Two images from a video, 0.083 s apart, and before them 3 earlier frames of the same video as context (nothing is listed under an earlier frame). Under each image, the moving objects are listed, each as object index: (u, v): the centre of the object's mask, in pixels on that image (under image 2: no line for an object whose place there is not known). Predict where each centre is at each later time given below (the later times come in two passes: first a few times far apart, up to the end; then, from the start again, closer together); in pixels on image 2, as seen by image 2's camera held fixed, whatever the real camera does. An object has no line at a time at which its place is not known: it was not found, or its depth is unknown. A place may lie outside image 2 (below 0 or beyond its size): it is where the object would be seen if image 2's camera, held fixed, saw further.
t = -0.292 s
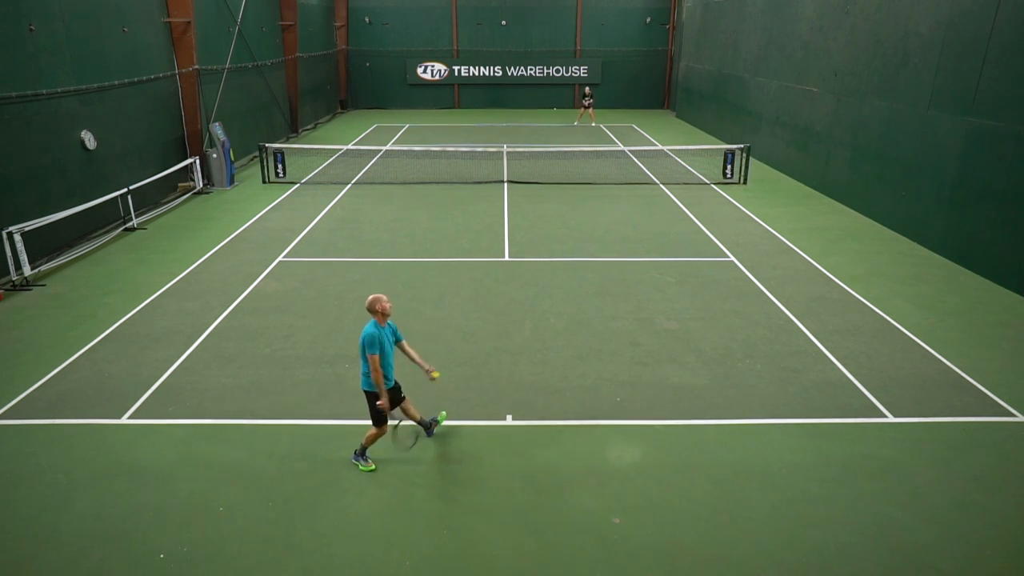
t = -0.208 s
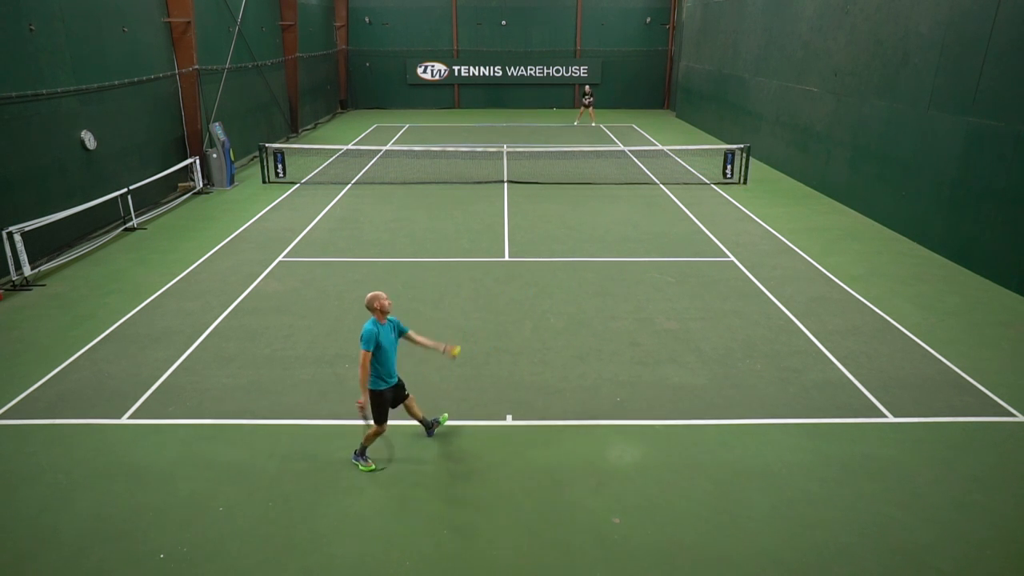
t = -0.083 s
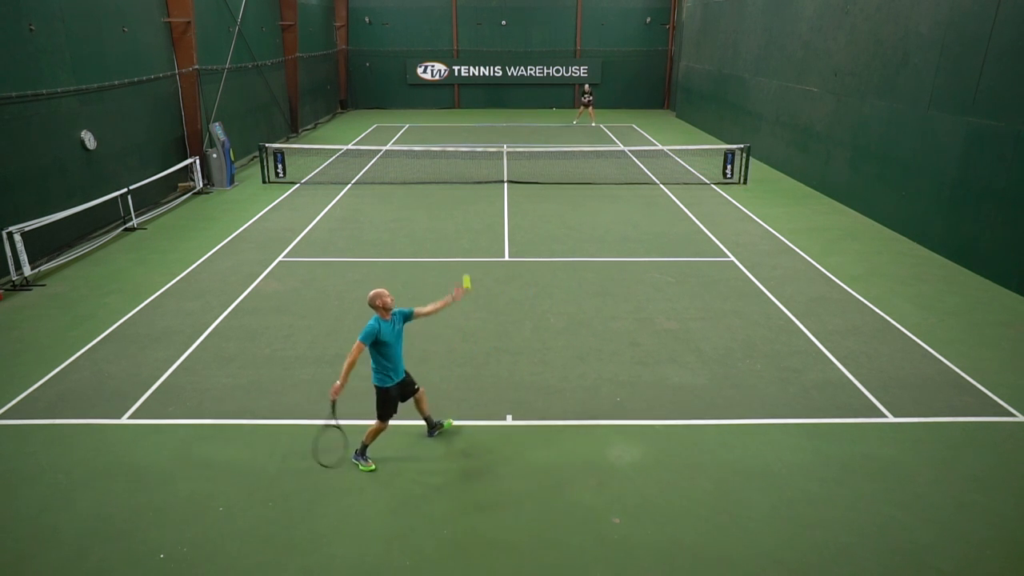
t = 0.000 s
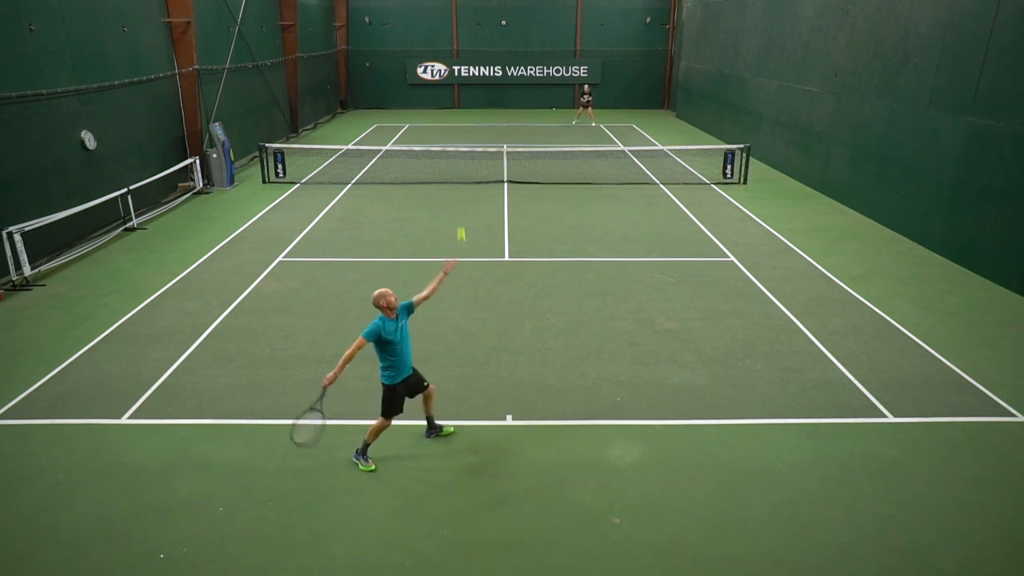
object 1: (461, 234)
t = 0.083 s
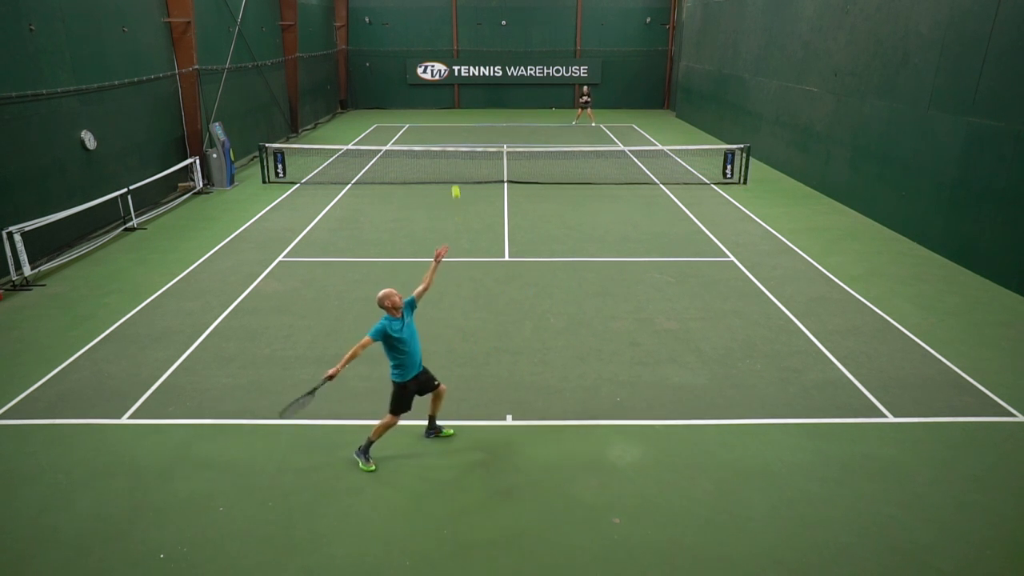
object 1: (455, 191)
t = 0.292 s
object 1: (443, 116)
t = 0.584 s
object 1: (427, 92)
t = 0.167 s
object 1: (450, 156)
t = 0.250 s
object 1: (446, 127)
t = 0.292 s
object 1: (443, 116)
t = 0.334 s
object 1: (440, 107)
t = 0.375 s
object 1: (438, 100)
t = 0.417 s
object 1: (436, 94)
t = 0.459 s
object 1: (434, 90)
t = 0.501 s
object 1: (431, 89)
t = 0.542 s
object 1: (429, 90)
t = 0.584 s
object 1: (427, 92)
